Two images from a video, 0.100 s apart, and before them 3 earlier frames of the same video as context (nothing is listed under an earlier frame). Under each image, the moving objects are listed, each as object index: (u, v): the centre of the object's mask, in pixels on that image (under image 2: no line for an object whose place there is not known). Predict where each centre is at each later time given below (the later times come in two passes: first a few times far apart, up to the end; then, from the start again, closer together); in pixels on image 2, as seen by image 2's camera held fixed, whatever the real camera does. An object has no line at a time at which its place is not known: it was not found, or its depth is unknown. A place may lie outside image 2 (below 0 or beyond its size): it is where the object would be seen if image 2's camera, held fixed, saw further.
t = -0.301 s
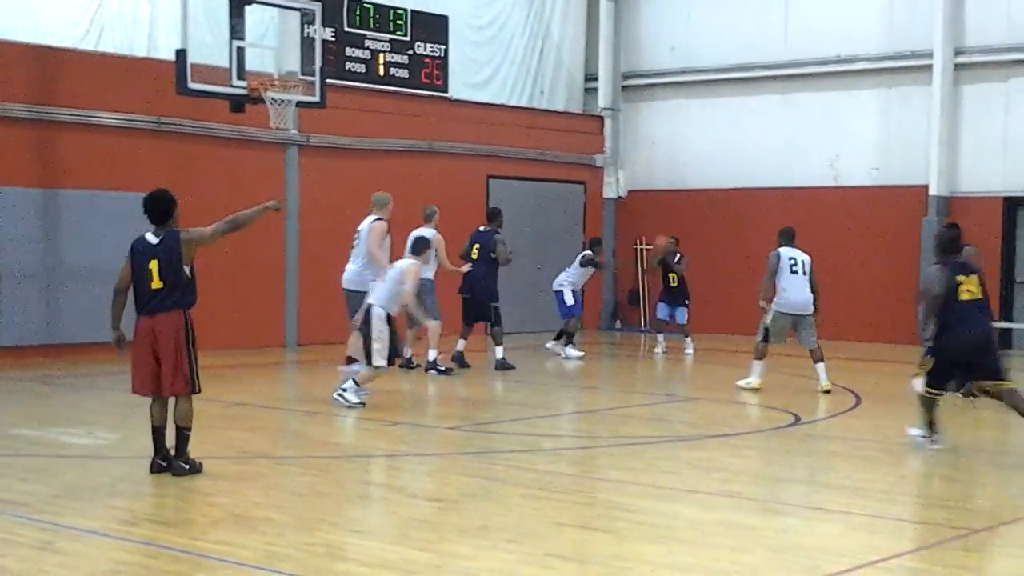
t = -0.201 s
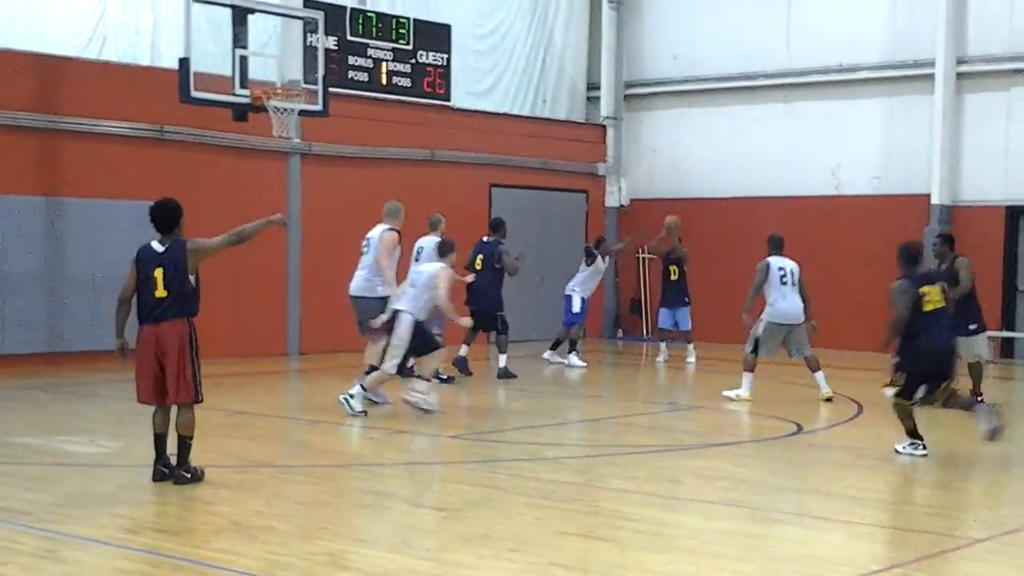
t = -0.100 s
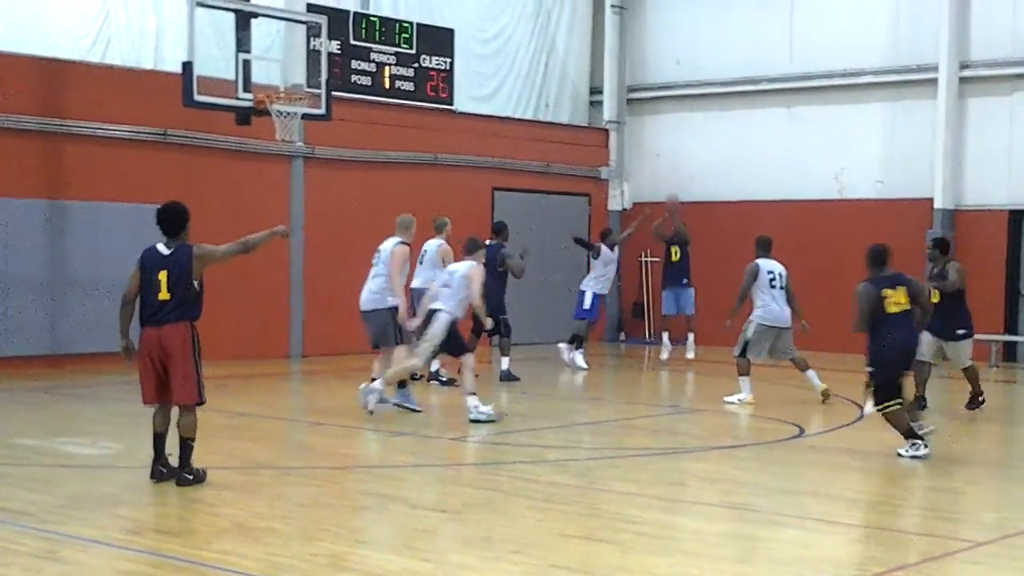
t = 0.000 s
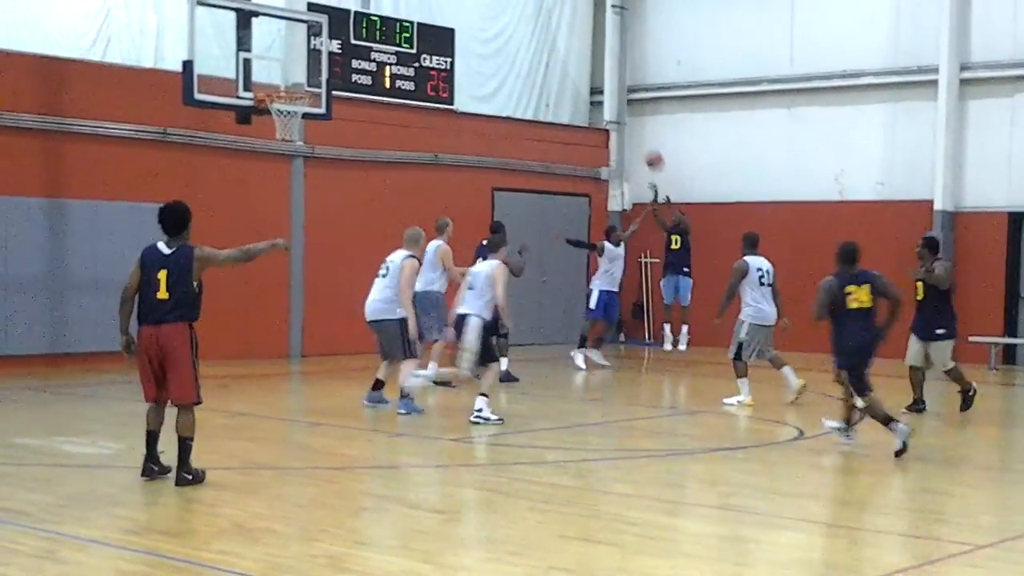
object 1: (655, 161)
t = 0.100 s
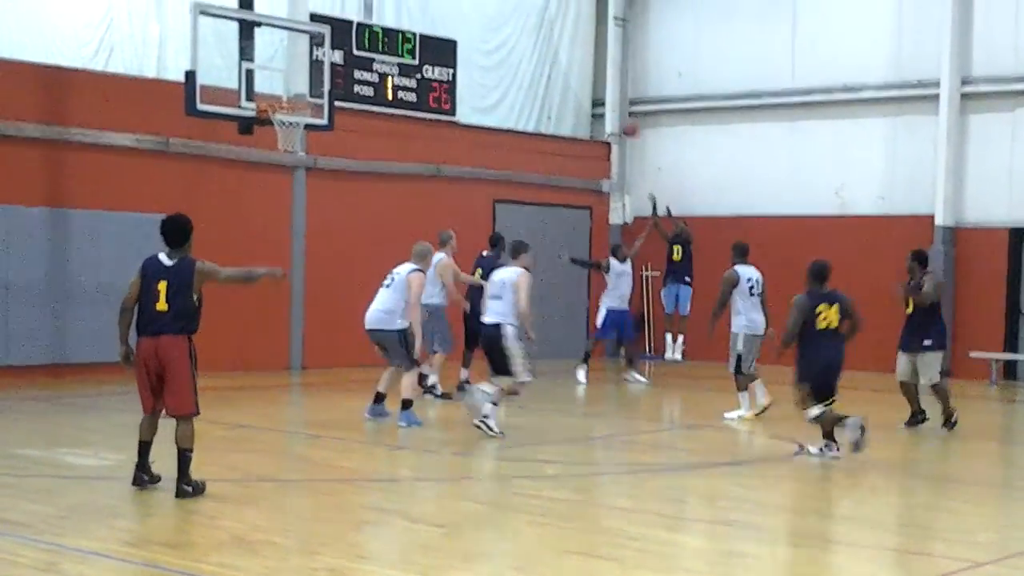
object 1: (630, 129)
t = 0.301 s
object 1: (576, 54)
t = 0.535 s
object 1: (508, 4)
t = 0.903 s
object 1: (387, 12)
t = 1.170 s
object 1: (282, 102)
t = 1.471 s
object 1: (305, 131)
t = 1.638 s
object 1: (315, 162)
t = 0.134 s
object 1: (622, 115)
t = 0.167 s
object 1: (613, 100)
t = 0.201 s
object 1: (603, 89)
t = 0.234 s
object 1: (595, 76)
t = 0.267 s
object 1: (585, 65)
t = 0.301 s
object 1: (576, 54)
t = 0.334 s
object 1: (567, 45)
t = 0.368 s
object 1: (557, 36)
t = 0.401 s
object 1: (547, 28)
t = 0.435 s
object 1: (538, 20)
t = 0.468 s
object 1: (528, 14)
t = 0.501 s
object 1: (518, 9)
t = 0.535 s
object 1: (508, 4)
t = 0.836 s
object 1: (410, 2)
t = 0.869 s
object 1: (399, 7)
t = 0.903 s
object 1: (387, 12)
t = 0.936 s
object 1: (375, 20)
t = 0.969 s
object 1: (362, 29)
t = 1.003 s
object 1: (350, 36)
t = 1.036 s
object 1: (339, 45)
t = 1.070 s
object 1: (323, 60)
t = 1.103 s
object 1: (312, 72)
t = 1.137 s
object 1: (296, 89)
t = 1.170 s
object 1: (282, 102)
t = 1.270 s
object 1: (292, 130)
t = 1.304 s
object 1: (296, 129)
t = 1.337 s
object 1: (298, 127)
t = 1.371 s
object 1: (299, 127)
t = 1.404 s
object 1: (301, 128)
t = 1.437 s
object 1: (304, 129)
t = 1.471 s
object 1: (305, 131)
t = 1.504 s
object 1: (306, 133)
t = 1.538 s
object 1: (308, 140)
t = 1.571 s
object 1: (312, 146)
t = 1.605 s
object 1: (313, 151)
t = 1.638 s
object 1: (315, 162)
